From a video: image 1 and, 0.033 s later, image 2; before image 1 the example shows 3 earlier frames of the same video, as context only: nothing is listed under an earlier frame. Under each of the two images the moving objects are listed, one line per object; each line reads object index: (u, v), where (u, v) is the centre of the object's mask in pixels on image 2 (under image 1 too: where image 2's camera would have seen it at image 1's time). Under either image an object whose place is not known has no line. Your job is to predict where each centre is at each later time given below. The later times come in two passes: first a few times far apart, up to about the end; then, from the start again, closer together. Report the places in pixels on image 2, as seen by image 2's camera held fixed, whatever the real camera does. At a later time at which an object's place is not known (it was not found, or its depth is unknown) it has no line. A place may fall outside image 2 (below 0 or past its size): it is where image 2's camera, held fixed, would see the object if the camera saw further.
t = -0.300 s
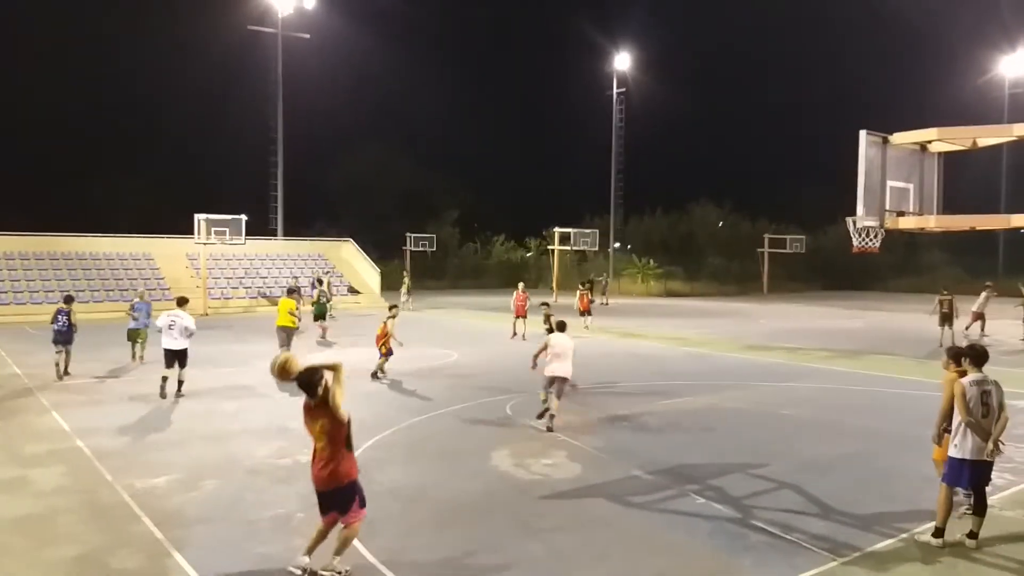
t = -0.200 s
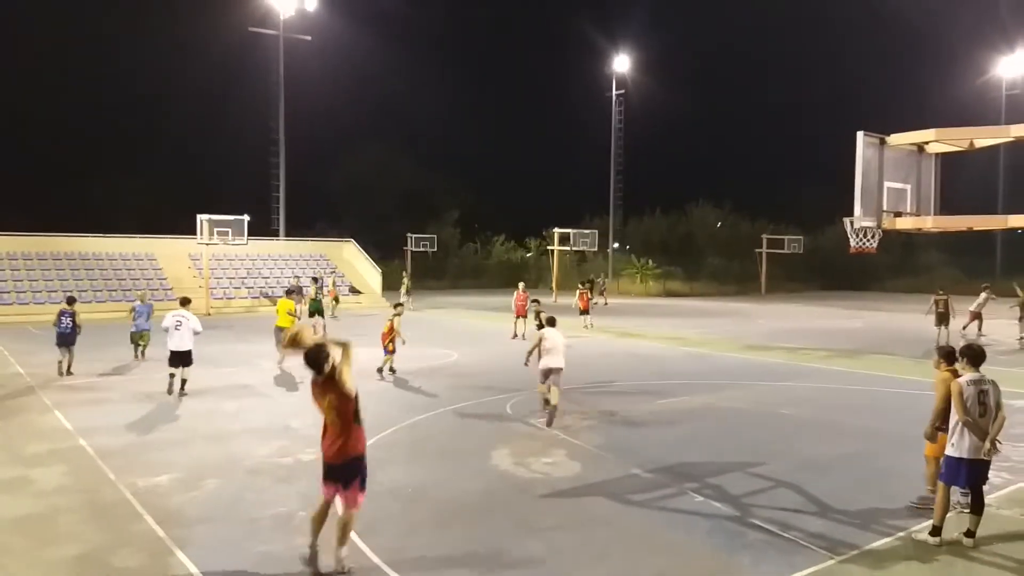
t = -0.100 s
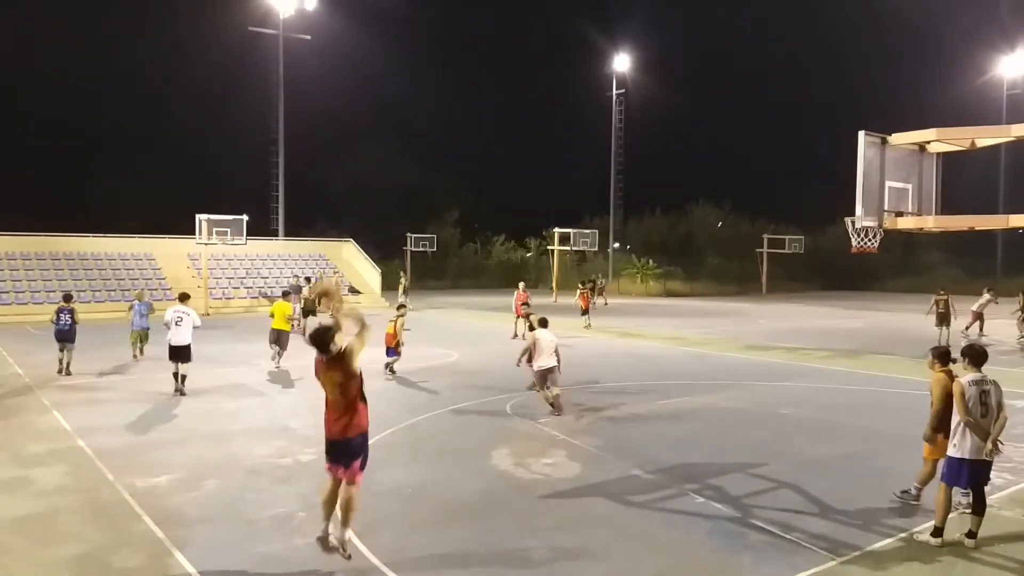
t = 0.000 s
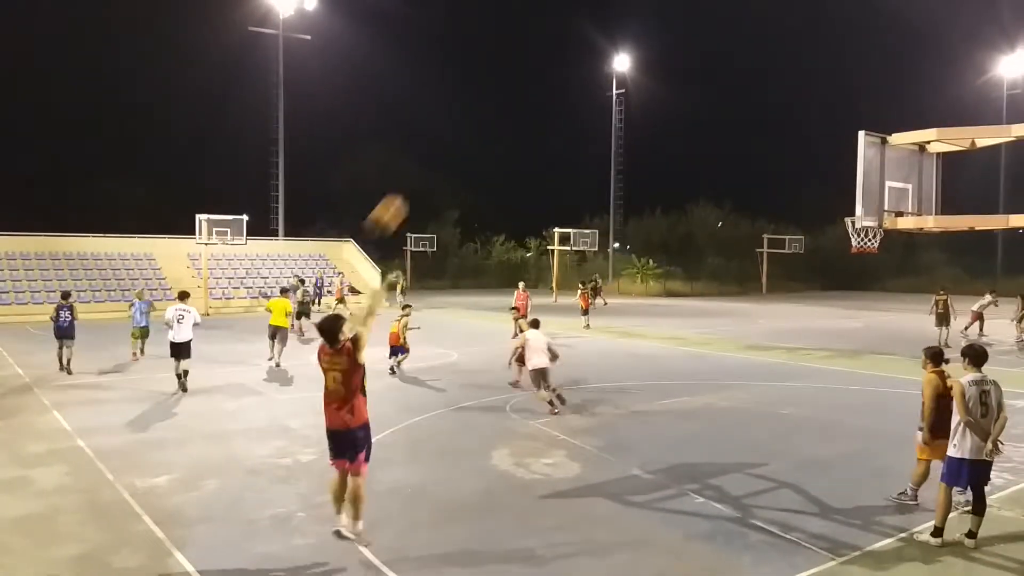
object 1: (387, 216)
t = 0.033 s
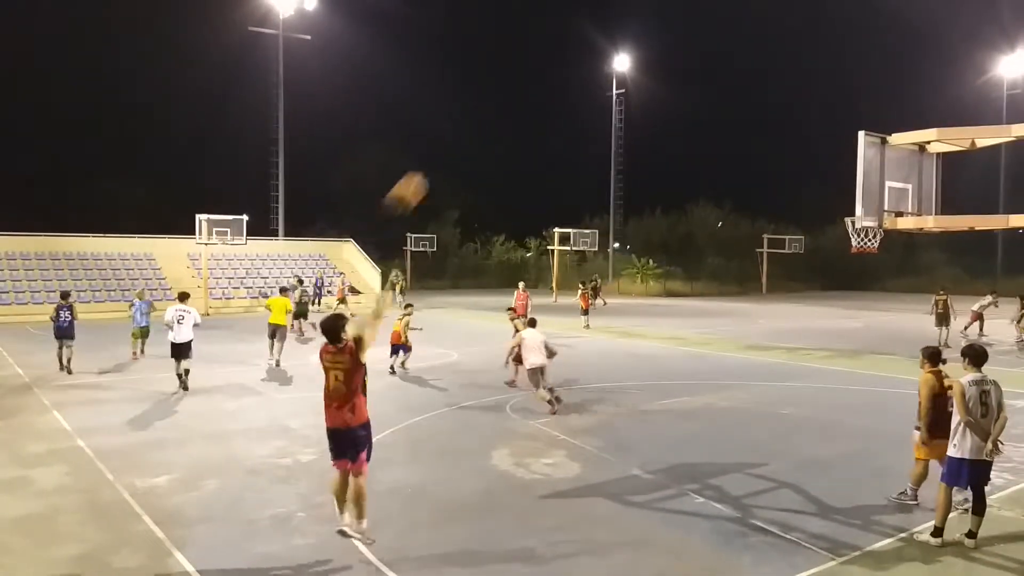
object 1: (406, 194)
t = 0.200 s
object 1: (500, 106)
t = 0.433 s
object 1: (611, 42)
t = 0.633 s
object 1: (693, 36)
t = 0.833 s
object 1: (764, 66)
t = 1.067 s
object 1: (832, 138)
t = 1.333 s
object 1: (877, 190)
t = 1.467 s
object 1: (900, 168)
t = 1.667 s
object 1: (914, 164)
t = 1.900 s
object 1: (944, 201)
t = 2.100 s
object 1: (955, 262)
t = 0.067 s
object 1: (426, 173)
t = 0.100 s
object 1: (446, 153)
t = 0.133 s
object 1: (465, 135)
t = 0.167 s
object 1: (483, 120)
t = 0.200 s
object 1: (500, 106)
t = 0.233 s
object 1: (517, 92)
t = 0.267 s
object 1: (534, 81)
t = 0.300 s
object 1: (550, 71)
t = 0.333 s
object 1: (566, 62)
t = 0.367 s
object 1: (581, 54)
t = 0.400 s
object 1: (597, 47)
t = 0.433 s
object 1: (611, 42)
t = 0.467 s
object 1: (626, 39)
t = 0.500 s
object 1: (640, 36)
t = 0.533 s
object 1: (654, 35)
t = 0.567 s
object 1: (667, 34)
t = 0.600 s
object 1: (680, 35)
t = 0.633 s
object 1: (693, 36)
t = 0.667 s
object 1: (706, 39)
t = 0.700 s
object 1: (718, 43)
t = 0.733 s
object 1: (730, 47)
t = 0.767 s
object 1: (741, 52)
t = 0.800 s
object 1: (753, 59)
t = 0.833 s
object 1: (764, 66)
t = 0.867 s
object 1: (774, 74)
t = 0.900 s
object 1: (785, 83)
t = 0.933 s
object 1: (794, 92)
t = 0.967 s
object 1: (804, 103)
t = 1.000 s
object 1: (814, 114)
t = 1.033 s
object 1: (823, 126)
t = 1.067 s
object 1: (832, 138)
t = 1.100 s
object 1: (841, 152)
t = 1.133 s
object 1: (847, 164)
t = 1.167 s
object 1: (851, 177)
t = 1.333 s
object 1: (877, 190)
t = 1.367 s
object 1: (894, 176)
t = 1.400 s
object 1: (895, 173)
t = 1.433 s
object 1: (896, 171)
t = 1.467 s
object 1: (900, 168)
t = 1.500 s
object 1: (903, 165)
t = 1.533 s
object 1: (907, 162)
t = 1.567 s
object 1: (909, 162)
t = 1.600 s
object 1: (910, 162)
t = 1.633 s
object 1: (912, 163)
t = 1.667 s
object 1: (914, 164)
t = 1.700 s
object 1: (923, 165)
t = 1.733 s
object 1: (924, 167)
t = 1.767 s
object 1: (928, 173)
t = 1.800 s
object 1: (928, 178)
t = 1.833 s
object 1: (932, 184)
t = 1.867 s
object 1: (935, 191)
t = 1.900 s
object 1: (944, 201)
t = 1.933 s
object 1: (946, 206)
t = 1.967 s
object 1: (947, 211)
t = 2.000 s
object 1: (949, 234)
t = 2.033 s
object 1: (950, 240)
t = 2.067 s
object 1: (952, 250)
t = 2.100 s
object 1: (955, 262)
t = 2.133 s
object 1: (957, 275)
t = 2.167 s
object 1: (959, 287)
